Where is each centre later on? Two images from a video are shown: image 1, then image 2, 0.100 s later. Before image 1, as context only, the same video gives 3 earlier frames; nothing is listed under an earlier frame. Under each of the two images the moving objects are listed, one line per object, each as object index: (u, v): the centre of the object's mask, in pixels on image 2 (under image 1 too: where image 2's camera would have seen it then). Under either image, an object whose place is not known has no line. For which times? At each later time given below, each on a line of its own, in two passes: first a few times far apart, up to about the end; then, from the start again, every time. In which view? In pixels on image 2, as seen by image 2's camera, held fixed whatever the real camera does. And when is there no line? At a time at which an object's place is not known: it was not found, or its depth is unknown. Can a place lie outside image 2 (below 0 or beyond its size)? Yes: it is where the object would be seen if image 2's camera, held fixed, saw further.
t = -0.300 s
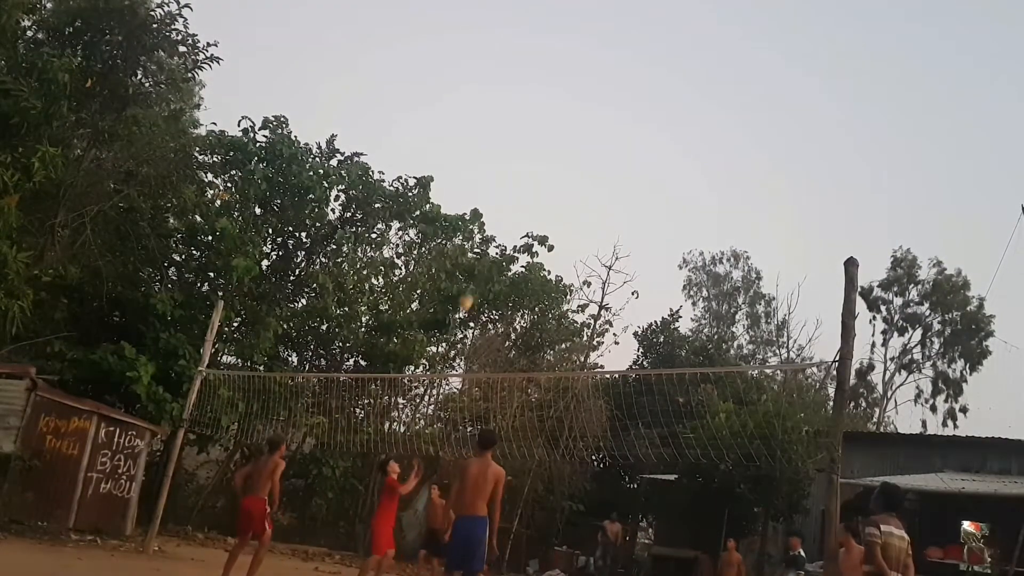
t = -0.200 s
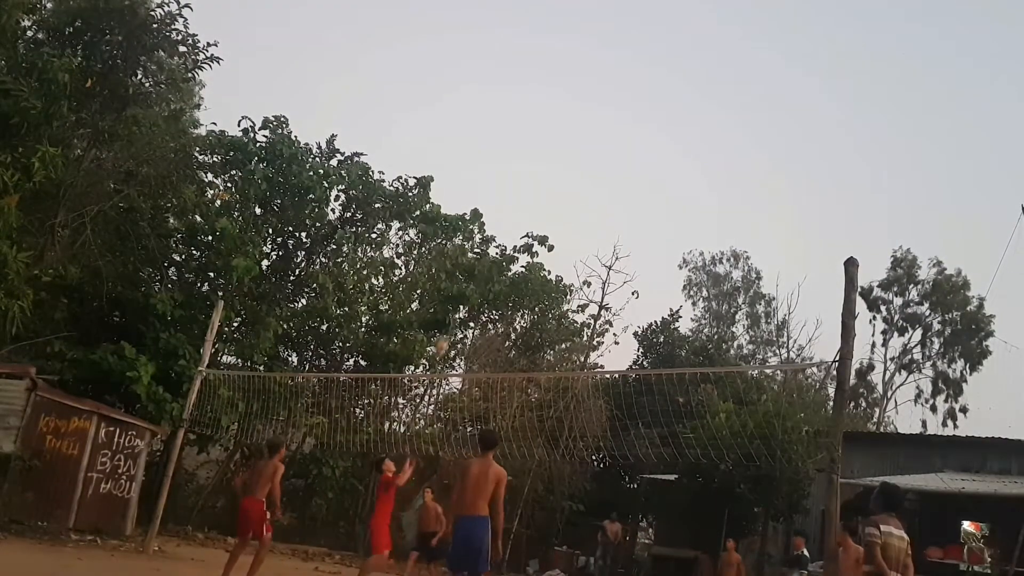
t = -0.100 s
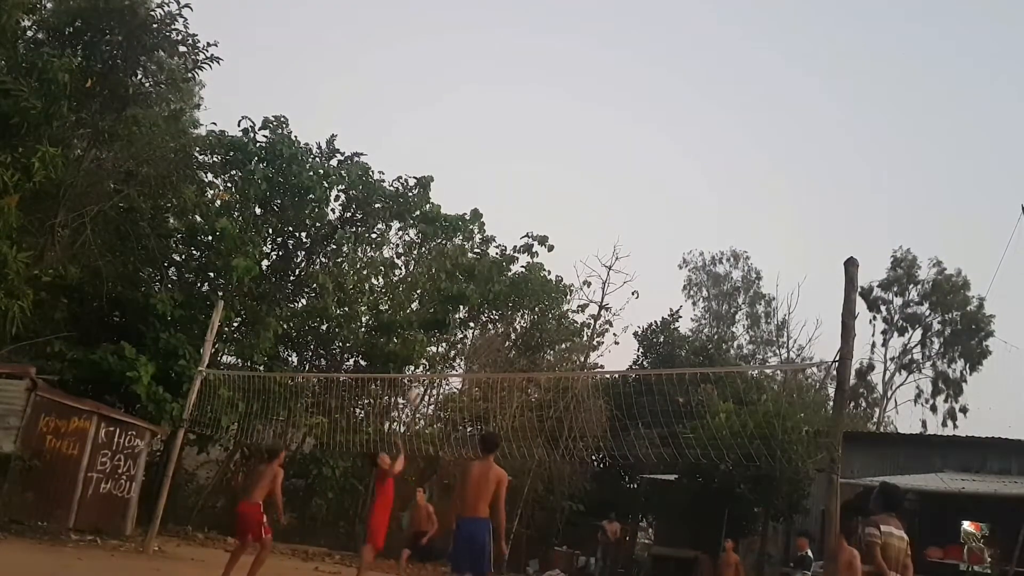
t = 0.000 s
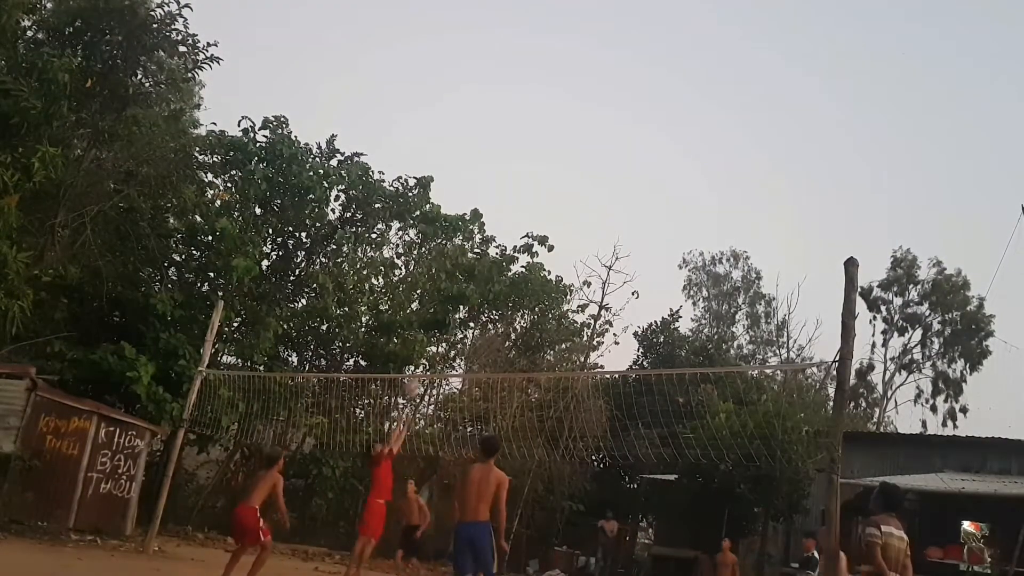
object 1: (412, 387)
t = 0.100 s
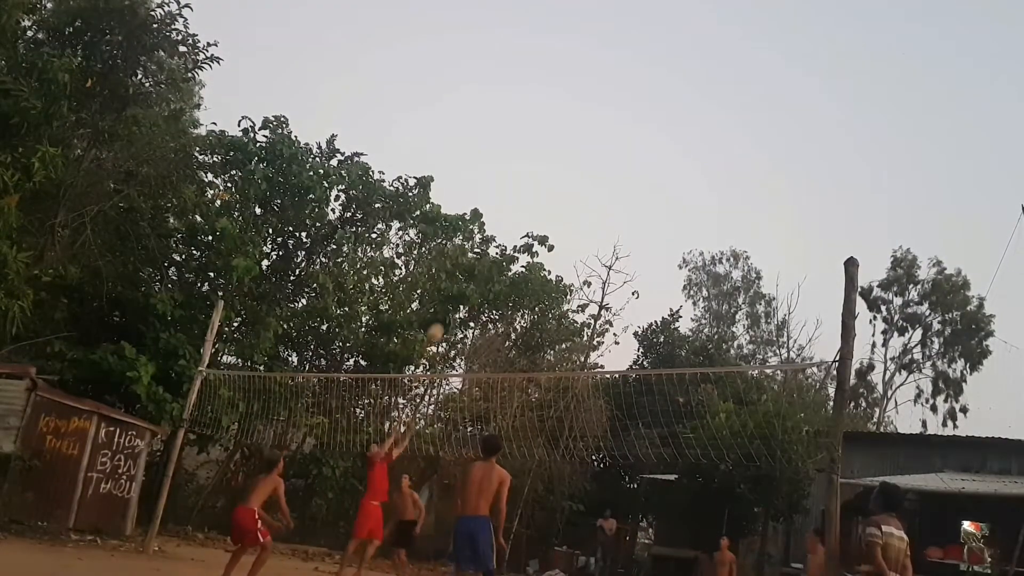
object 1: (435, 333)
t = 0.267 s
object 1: (470, 263)
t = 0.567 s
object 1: (518, 185)
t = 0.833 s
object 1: (554, 171)
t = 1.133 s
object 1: (585, 216)
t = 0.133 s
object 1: (443, 316)
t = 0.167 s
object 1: (450, 302)
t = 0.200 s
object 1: (457, 288)
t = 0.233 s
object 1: (464, 274)
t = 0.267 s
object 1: (470, 263)
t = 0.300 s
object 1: (474, 251)
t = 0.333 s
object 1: (481, 239)
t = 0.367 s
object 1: (485, 229)
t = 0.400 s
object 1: (491, 220)
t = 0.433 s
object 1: (497, 211)
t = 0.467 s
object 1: (502, 204)
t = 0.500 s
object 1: (507, 197)
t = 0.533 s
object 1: (513, 191)
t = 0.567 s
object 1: (518, 185)
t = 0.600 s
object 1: (523, 181)
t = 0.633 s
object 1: (527, 177)
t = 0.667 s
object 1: (532, 174)
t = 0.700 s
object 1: (537, 172)
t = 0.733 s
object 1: (541, 171)
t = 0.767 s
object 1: (546, 170)
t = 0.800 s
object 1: (550, 170)
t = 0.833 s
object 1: (554, 171)
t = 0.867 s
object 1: (558, 172)
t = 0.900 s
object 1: (561, 175)
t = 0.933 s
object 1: (565, 178)
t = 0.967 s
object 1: (569, 182)
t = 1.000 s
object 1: (572, 187)
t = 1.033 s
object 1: (575, 193)
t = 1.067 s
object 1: (578, 200)
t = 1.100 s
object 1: (582, 207)
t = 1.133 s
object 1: (585, 216)
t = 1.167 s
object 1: (588, 225)
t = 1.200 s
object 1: (590, 236)
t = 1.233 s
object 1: (593, 247)
